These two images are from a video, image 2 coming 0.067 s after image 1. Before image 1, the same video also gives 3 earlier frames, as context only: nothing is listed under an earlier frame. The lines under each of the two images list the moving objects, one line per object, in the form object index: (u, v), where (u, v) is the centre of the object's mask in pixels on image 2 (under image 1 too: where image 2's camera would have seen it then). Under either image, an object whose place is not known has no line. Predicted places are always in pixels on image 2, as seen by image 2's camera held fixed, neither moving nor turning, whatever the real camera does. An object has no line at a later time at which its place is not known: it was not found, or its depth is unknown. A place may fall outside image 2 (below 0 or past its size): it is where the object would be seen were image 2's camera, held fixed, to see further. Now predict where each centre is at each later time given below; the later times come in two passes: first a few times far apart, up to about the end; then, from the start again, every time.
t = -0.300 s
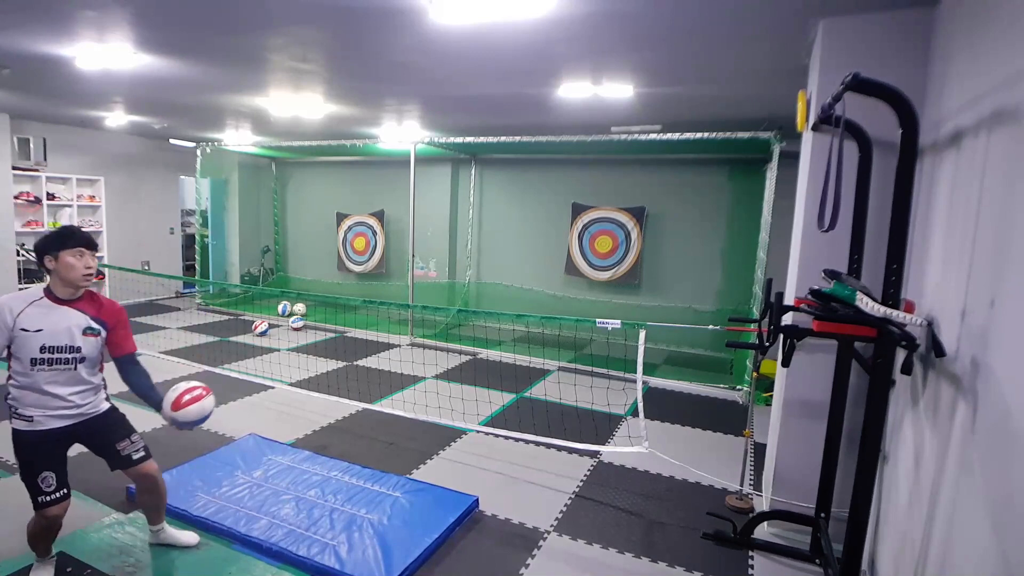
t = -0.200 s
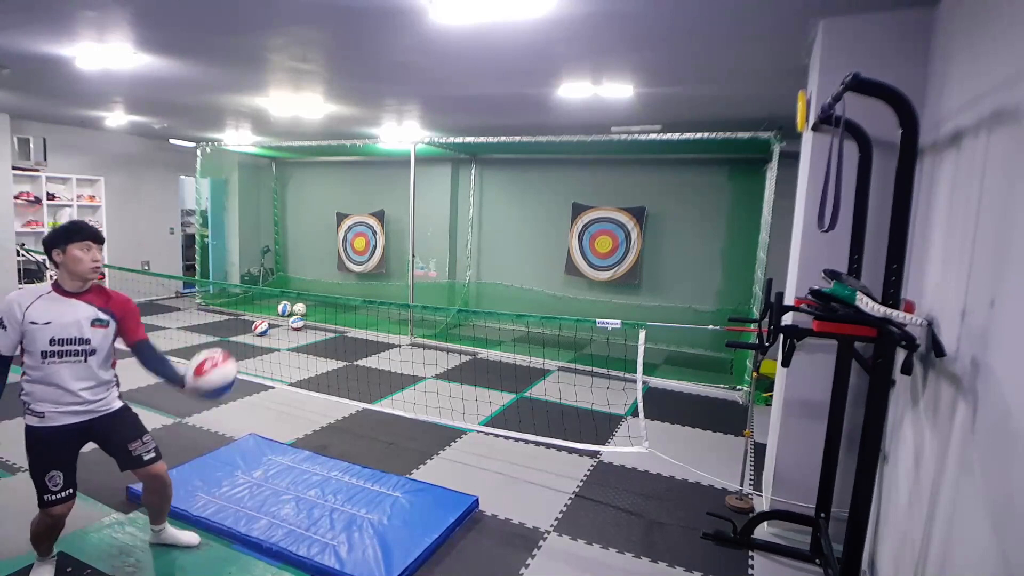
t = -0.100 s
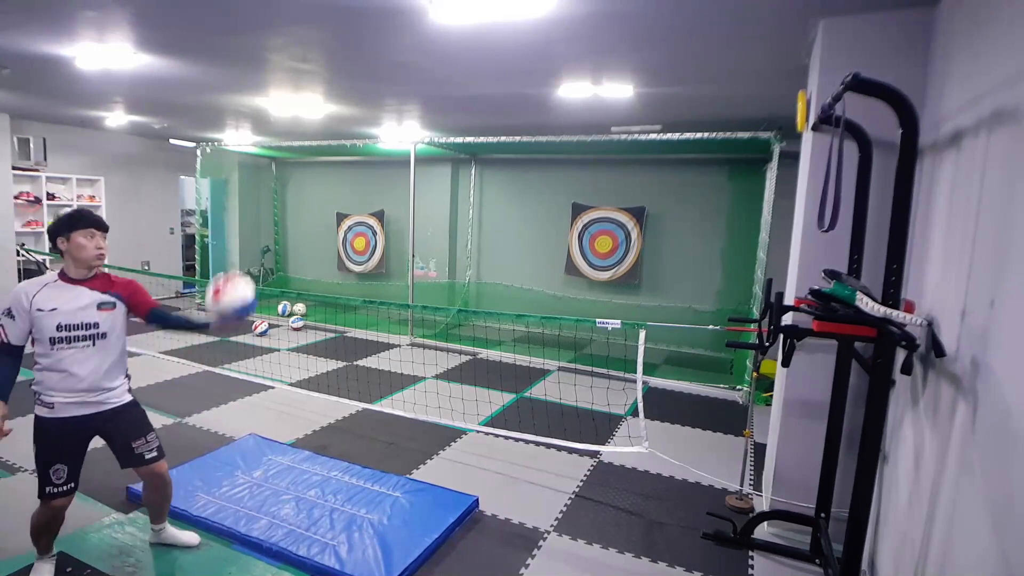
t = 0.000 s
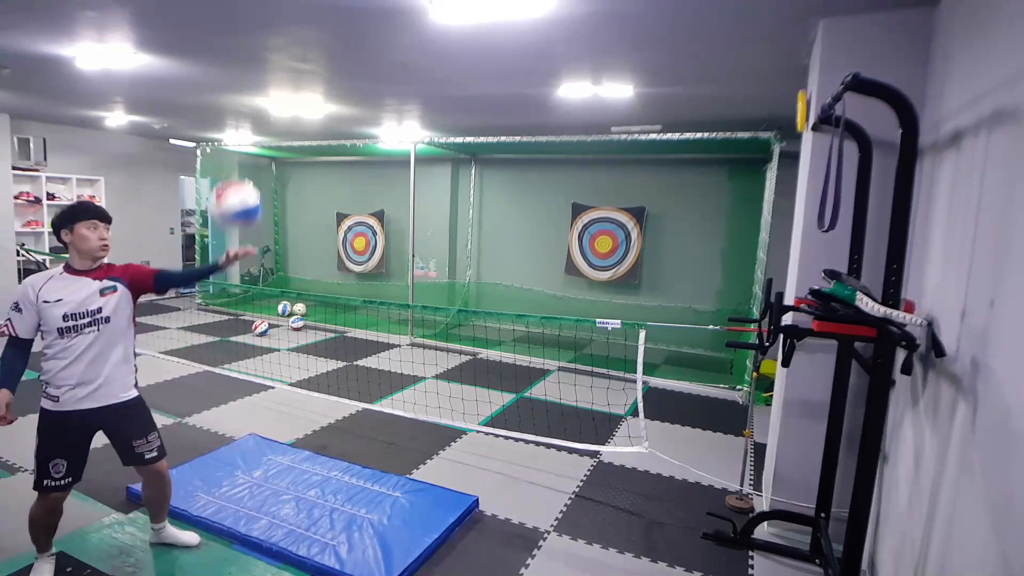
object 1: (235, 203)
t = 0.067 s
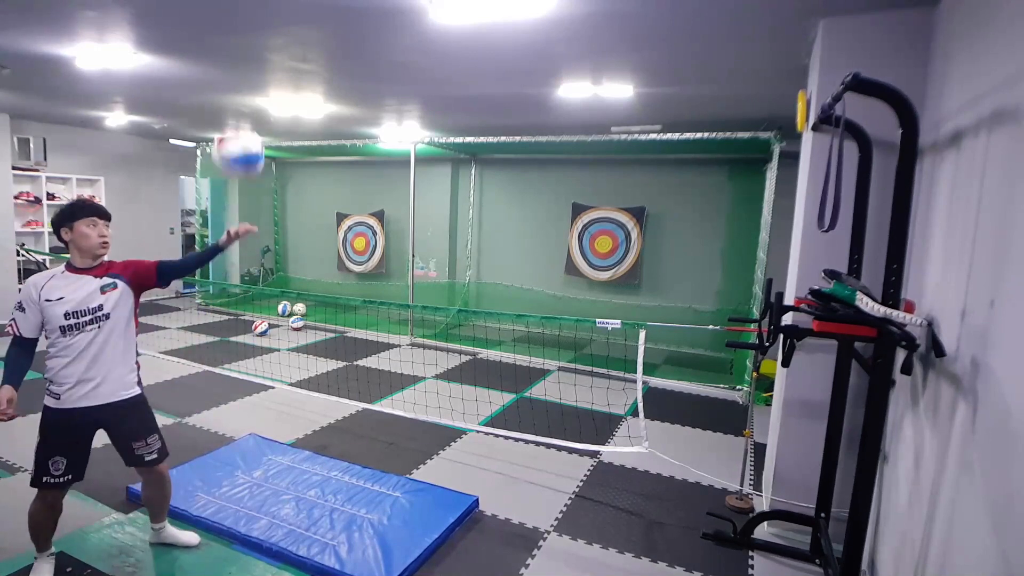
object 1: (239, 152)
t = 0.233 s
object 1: (245, 69)
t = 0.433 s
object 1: (252, 56)
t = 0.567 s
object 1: (255, 93)
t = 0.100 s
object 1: (239, 130)
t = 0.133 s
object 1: (241, 111)
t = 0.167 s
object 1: (241, 93)
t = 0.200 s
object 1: (243, 80)
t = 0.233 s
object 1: (245, 69)
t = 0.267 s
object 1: (246, 61)
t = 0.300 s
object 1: (248, 55)
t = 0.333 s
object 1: (249, 51)
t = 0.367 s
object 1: (250, 50)
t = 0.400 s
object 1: (251, 52)
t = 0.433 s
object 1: (252, 56)
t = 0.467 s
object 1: (254, 62)
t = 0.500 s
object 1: (255, 70)
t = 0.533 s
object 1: (255, 81)
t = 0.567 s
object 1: (255, 93)
